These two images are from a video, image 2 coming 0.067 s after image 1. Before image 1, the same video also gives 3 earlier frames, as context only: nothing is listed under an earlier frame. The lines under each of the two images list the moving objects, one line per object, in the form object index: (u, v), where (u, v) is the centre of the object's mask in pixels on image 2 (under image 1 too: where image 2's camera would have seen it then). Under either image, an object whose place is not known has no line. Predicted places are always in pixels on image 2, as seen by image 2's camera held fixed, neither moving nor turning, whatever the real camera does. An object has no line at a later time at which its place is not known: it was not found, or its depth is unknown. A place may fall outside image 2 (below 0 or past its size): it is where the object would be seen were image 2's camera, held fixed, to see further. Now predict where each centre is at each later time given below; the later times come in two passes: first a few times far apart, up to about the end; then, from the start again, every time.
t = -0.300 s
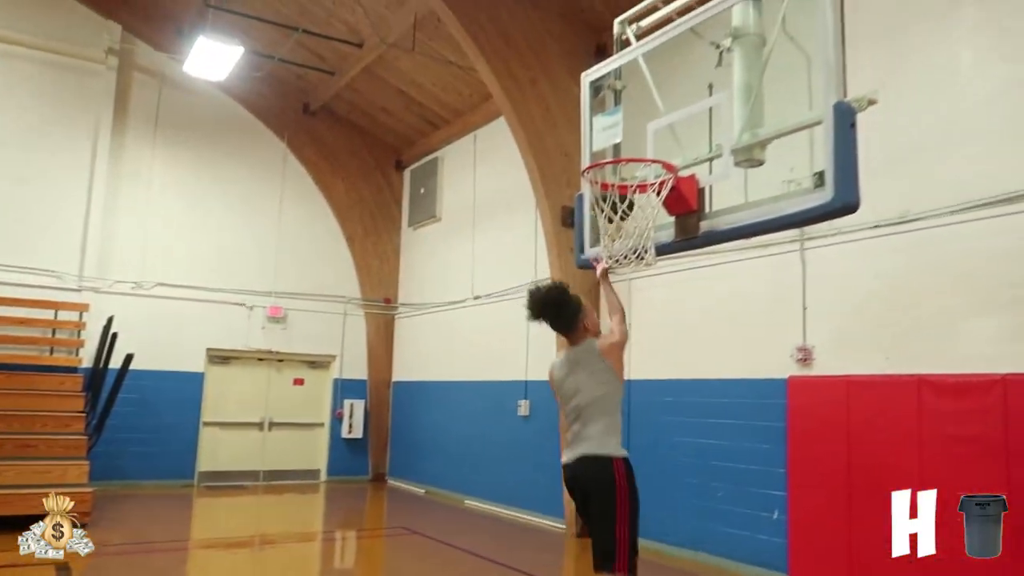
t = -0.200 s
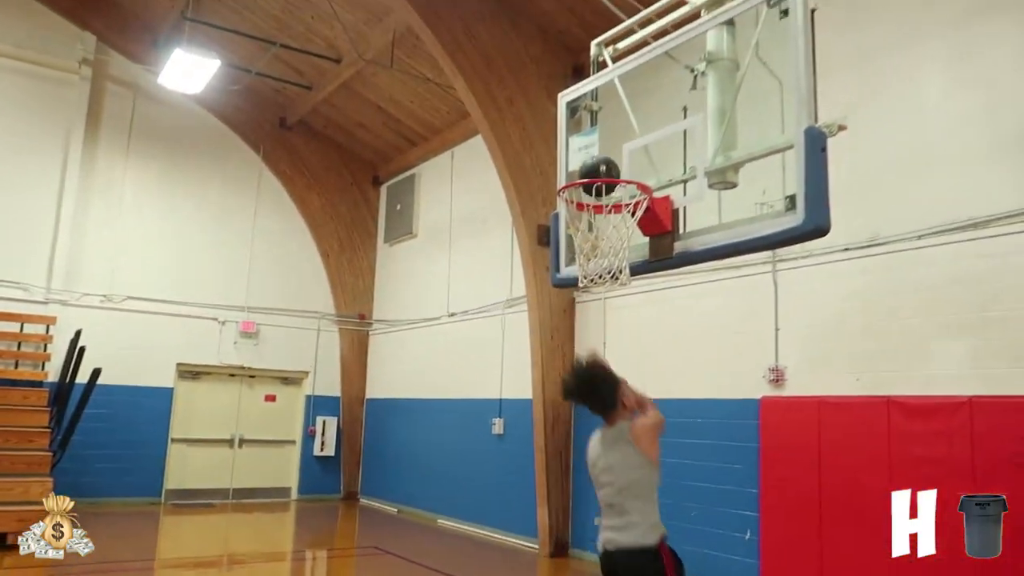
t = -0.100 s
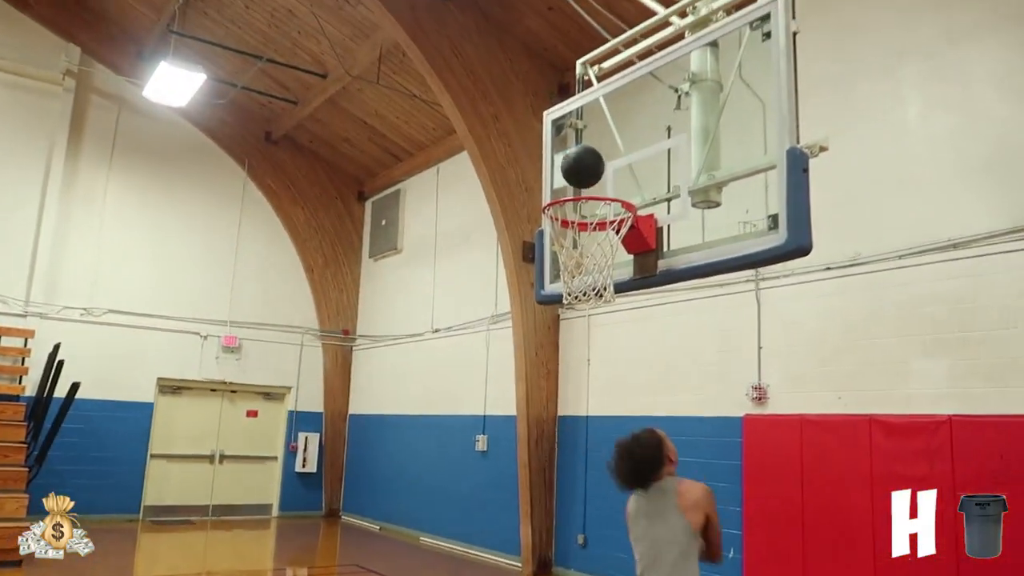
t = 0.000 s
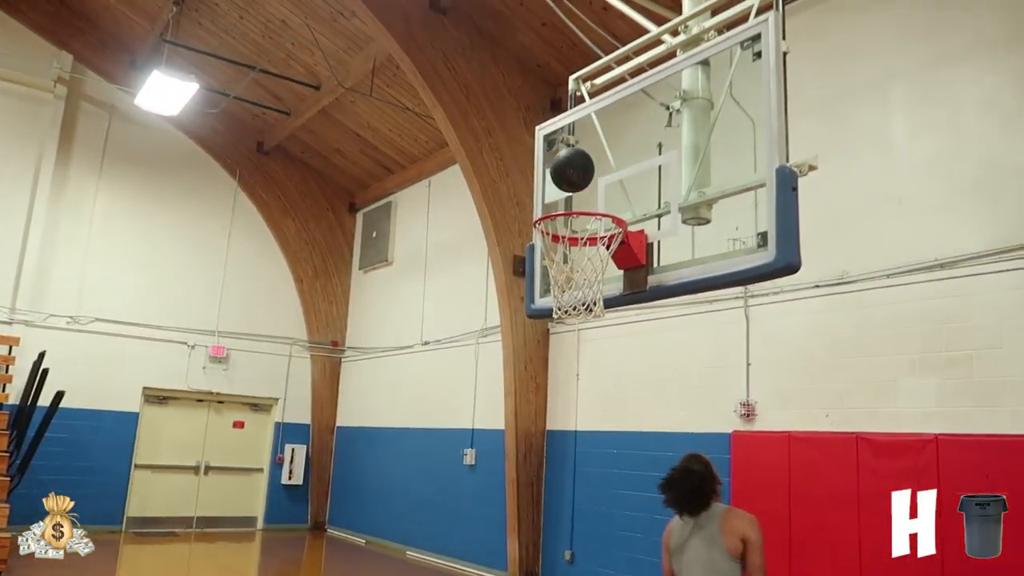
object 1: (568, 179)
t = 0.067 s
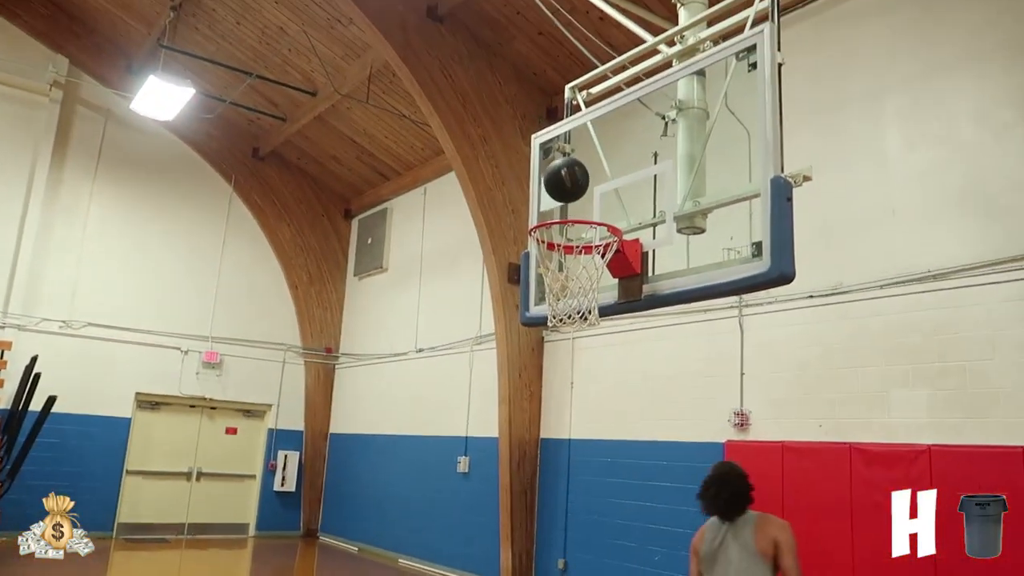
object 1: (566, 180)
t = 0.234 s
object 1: (568, 200)
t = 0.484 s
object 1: (589, 252)
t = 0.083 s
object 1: (566, 181)
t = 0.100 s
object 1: (565, 184)
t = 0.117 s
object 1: (565, 187)
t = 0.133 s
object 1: (564, 190)
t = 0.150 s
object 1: (563, 194)
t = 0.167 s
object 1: (564, 198)
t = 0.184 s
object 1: (563, 201)
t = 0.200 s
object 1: (564, 201)
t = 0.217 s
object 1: (566, 200)
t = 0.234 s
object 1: (568, 200)
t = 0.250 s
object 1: (570, 200)
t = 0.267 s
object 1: (572, 201)
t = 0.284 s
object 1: (573, 202)
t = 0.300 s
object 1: (575, 205)
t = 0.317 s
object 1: (576, 204)
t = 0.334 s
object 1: (577, 212)
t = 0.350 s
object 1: (579, 215)
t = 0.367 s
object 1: (581, 218)
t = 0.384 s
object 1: (583, 223)
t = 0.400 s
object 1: (585, 228)
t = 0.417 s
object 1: (587, 233)
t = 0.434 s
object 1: (589, 239)
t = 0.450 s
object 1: (590, 245)
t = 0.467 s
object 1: (590, 249)
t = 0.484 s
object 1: (589, 252)
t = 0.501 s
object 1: (588, 255)
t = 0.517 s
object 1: (587, 260)
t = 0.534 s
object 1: (587, 264)
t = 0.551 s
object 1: (585, 270)
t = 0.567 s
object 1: (584, 275)
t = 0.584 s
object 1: (584, 280)
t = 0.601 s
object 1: (583, 287)
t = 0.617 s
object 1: (581, 293)
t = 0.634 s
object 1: (580, 299)
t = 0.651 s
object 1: (578, 307)
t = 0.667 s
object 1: (577, 314)
